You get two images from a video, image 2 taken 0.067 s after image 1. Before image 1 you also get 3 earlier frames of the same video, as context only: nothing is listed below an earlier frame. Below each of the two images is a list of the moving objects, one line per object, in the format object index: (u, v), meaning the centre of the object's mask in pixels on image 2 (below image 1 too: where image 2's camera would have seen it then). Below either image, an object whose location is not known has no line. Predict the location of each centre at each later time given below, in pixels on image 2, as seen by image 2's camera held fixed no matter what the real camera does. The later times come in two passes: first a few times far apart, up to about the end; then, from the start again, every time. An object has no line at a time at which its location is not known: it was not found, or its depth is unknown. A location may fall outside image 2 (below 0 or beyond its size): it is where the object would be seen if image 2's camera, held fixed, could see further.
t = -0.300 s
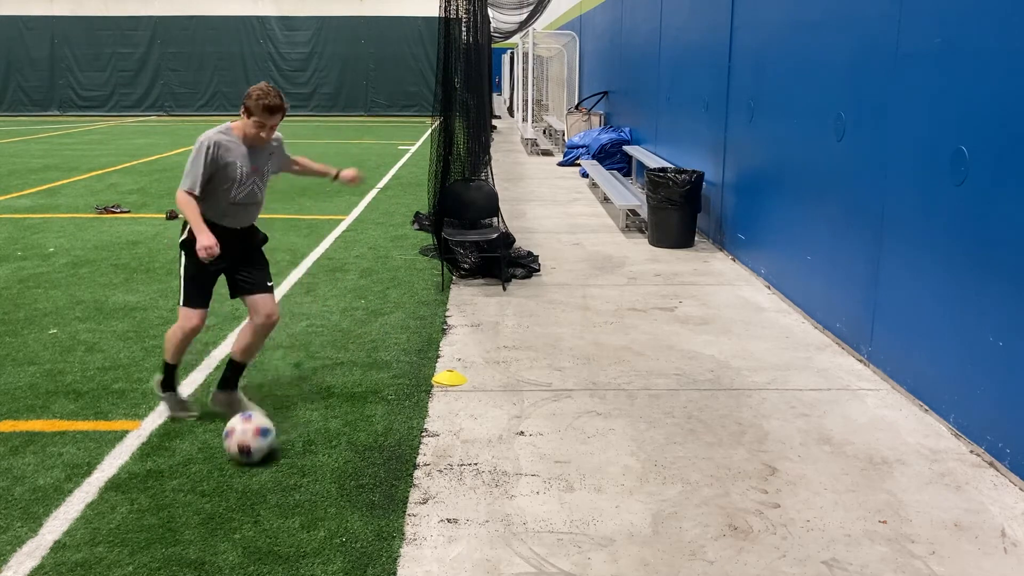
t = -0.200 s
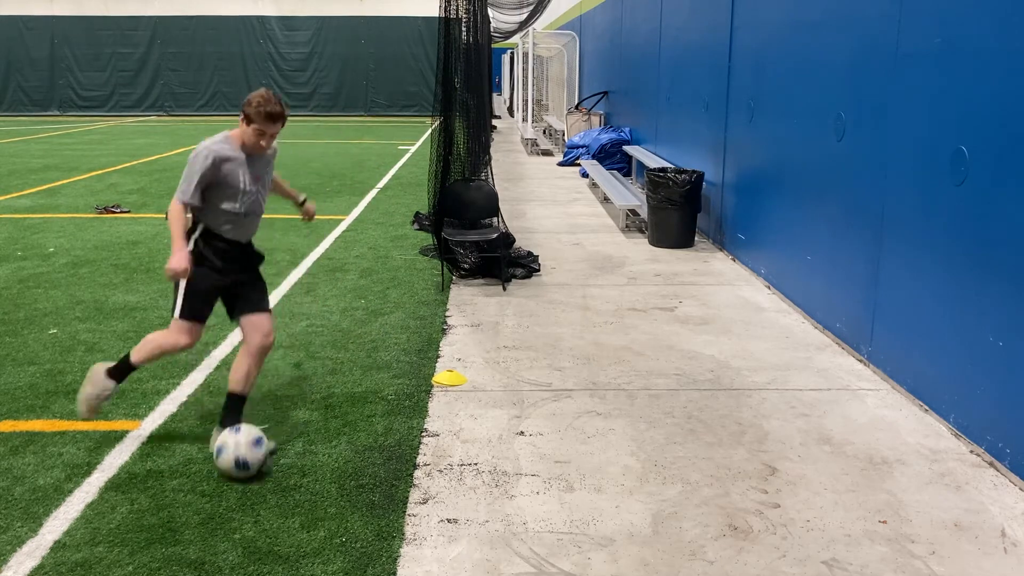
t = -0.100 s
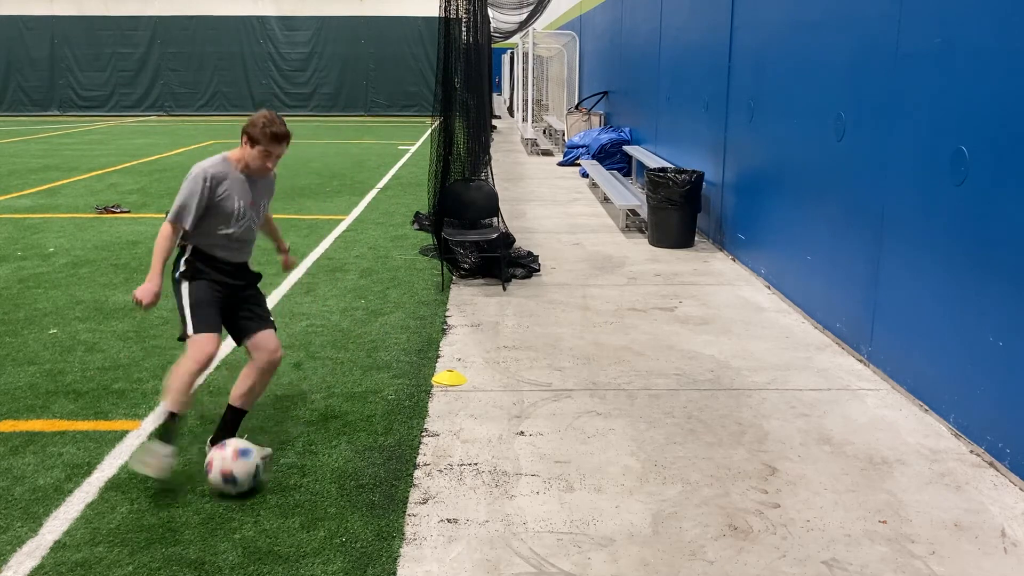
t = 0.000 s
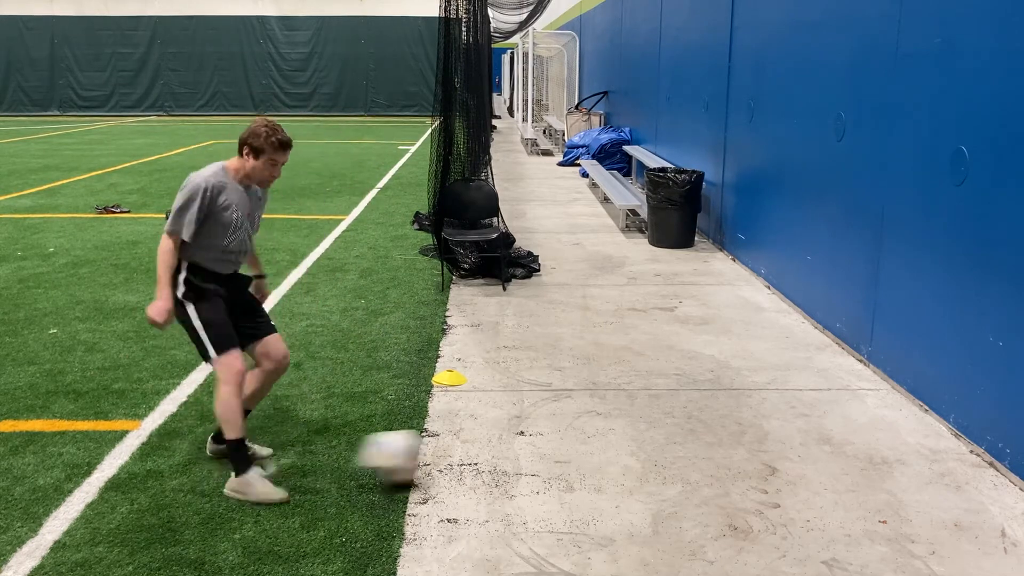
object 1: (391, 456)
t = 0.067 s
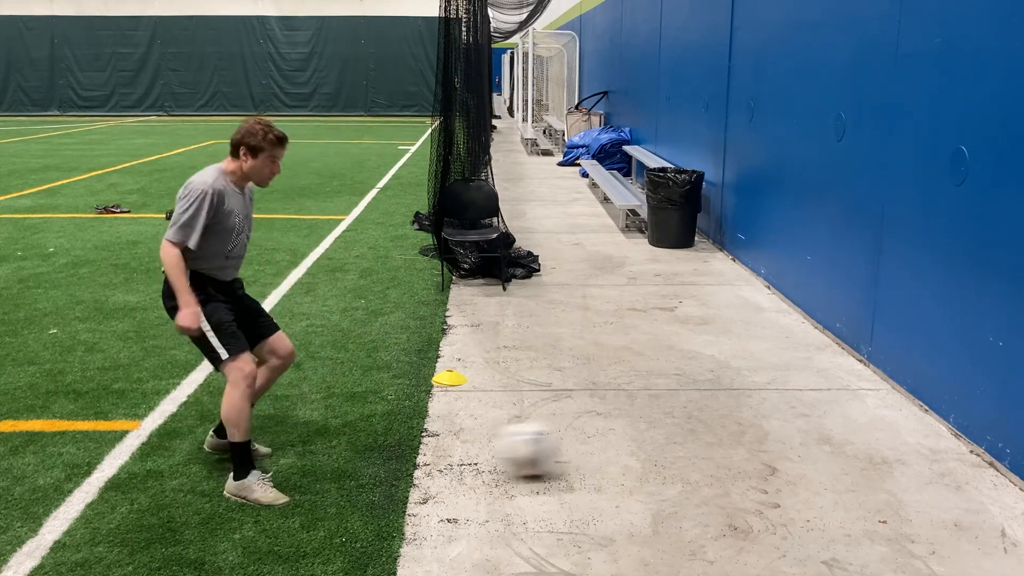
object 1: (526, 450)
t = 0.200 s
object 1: (760, 439)
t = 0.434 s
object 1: (838, 418)
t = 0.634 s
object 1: (611, 415)
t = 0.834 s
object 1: (421, 413)
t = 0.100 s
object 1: (591, 447)
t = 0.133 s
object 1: (644, 443)
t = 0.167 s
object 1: (706, 442)
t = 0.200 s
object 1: (760, 439)
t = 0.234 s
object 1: (815, 437)
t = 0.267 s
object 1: (864, 435)
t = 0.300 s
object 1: (916, 430)
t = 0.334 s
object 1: (957, 424)
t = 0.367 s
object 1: (925, 422)
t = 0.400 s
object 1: (881, 421)
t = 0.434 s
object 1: (838, 418)
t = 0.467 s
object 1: (798, 419)
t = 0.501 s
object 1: (755, 421)
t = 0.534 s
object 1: (714, 421)
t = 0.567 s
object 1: (680, 417)
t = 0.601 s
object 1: (645, 415)
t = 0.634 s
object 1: (611, 415)
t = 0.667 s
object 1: (576, 415)
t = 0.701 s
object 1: (542, 417)
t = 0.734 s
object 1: (508, 414)
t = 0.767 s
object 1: (482, 416)
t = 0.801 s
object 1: (452, 414)
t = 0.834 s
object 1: (421, 413)
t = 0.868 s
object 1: (396, 412)
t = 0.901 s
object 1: (370, 411)
